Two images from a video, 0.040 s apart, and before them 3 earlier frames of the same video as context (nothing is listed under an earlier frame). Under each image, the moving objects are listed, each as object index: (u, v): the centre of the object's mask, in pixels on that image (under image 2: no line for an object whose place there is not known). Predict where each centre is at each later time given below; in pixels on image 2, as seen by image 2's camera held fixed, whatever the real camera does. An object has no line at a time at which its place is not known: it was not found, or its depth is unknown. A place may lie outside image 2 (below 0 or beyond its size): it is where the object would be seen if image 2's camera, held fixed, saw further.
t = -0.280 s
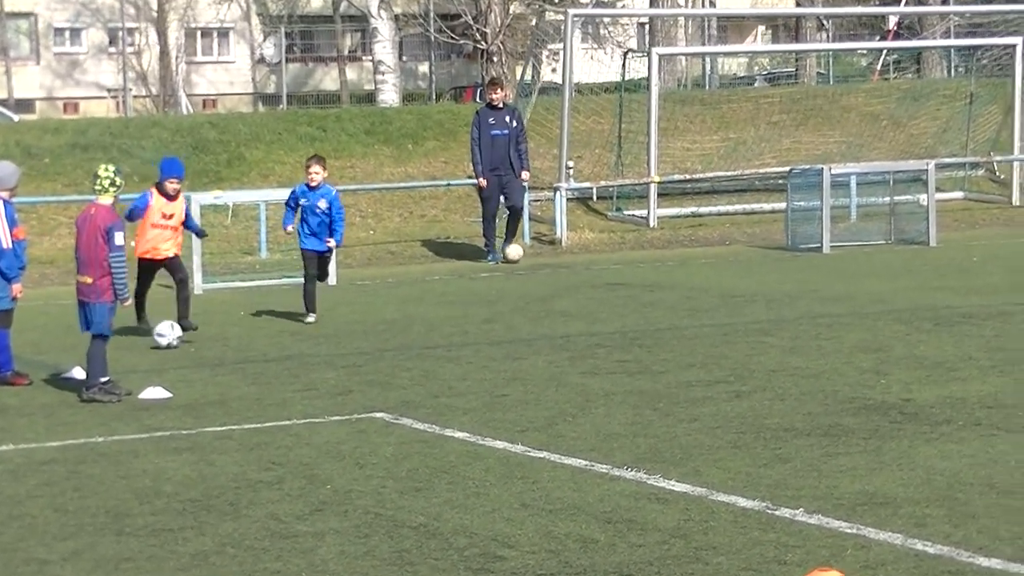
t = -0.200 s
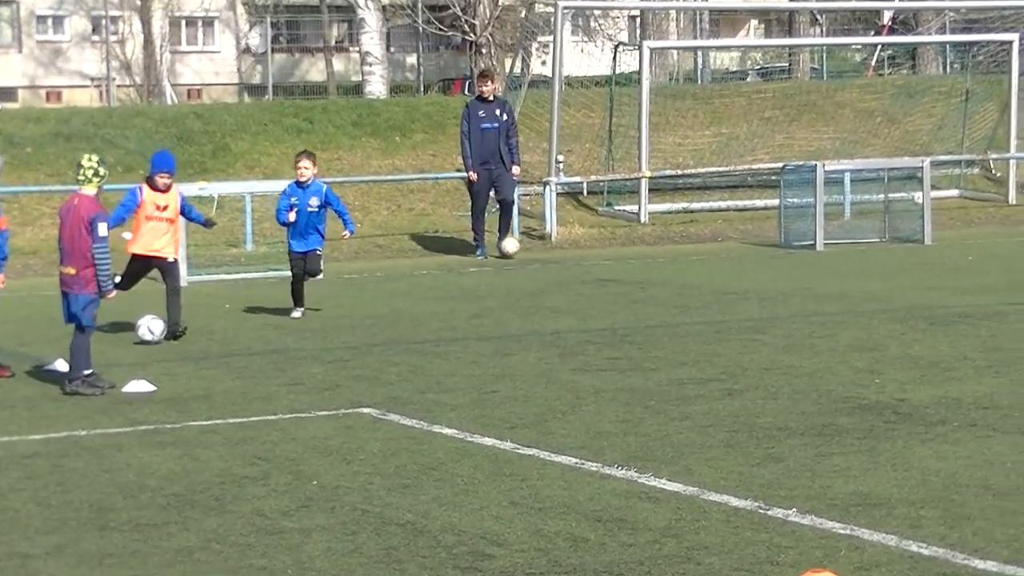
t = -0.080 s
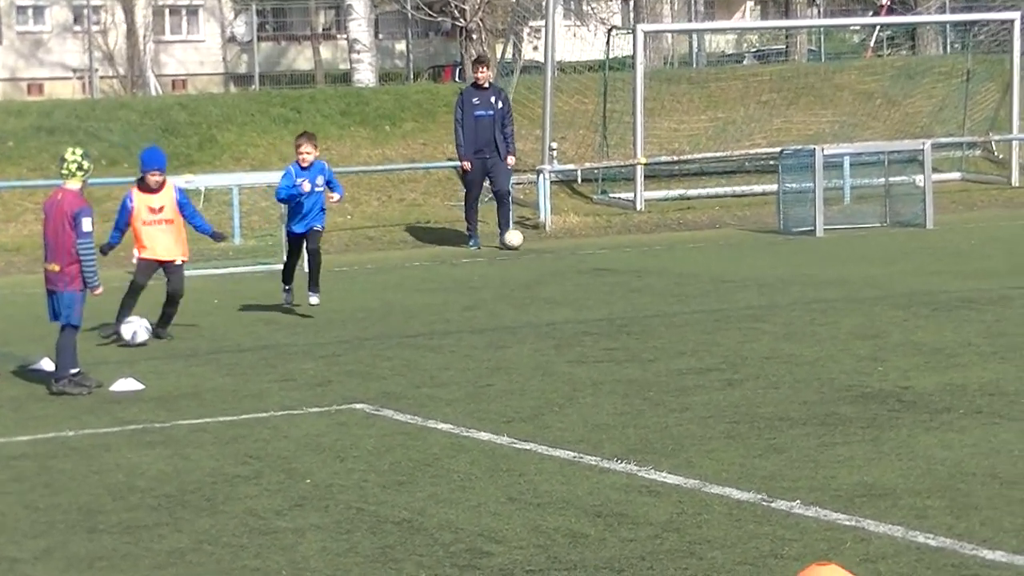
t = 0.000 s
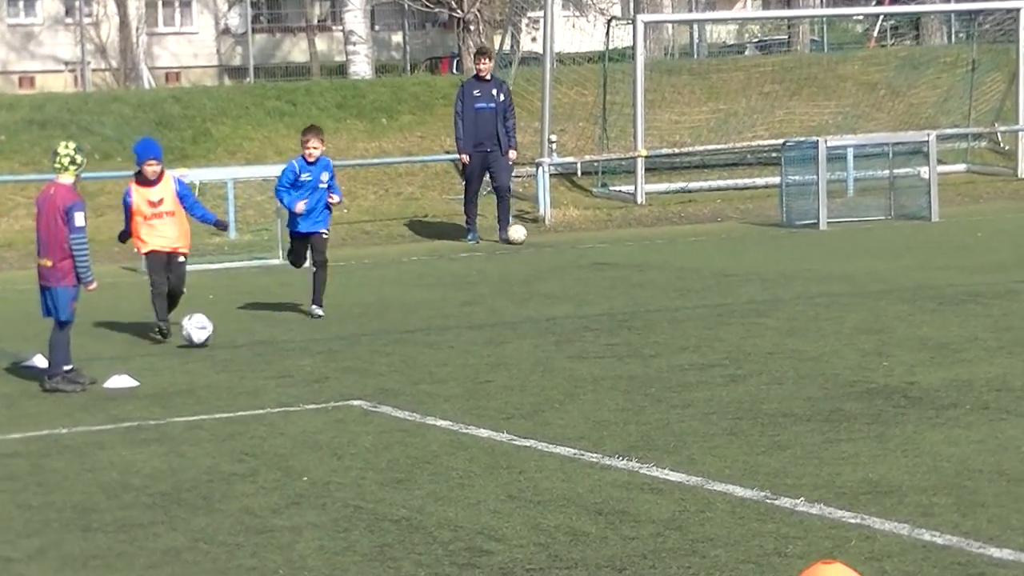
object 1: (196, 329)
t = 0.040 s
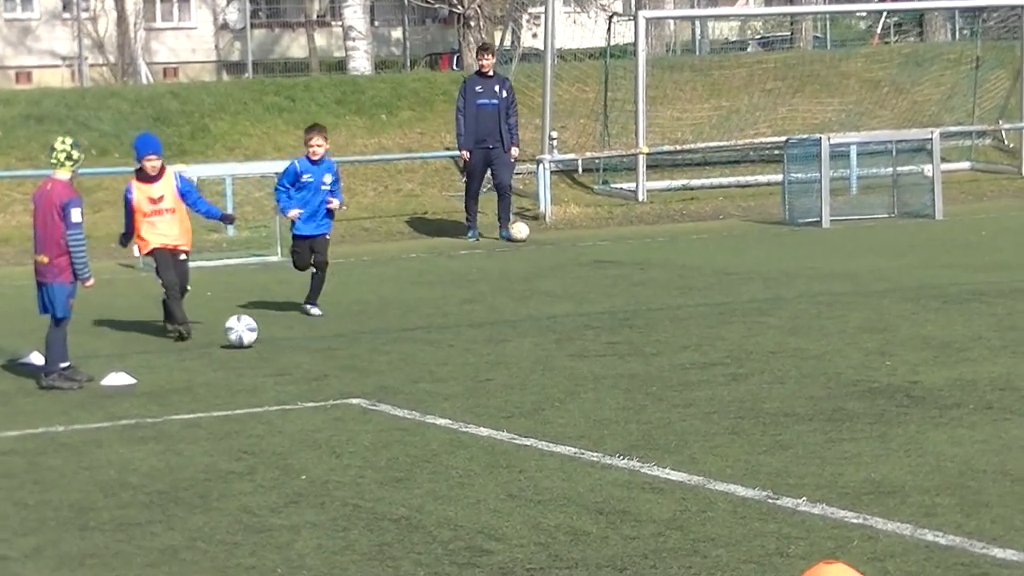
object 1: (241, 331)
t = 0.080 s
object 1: (288, 335)
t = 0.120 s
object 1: (334, 336)
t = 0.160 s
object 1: (381, 339)
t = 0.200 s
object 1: (430, 344)
